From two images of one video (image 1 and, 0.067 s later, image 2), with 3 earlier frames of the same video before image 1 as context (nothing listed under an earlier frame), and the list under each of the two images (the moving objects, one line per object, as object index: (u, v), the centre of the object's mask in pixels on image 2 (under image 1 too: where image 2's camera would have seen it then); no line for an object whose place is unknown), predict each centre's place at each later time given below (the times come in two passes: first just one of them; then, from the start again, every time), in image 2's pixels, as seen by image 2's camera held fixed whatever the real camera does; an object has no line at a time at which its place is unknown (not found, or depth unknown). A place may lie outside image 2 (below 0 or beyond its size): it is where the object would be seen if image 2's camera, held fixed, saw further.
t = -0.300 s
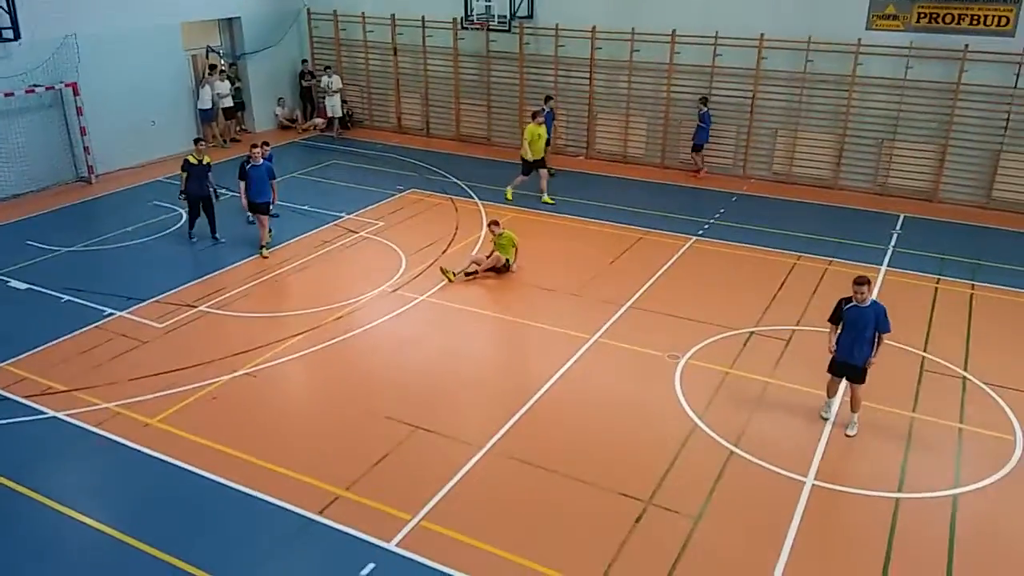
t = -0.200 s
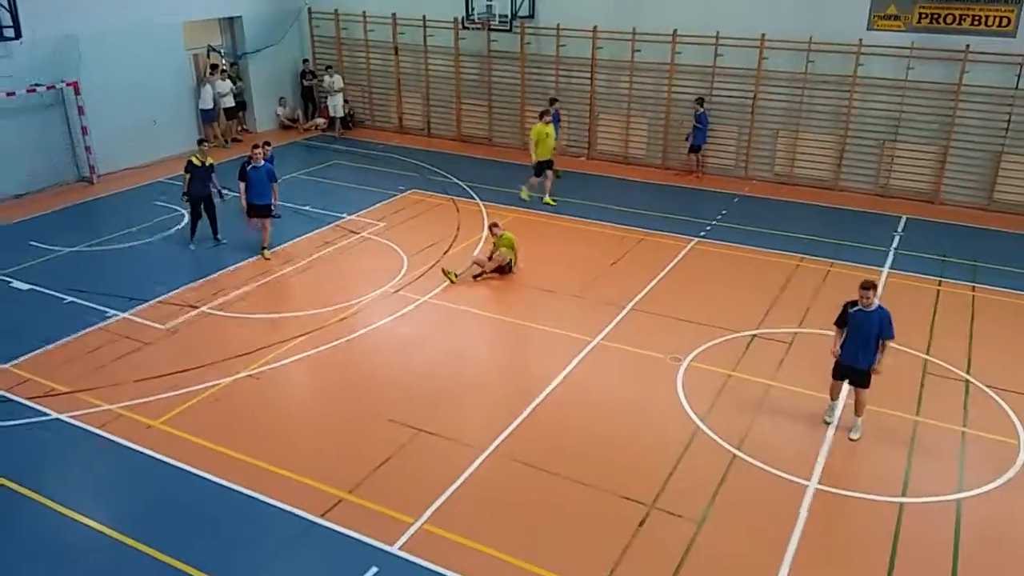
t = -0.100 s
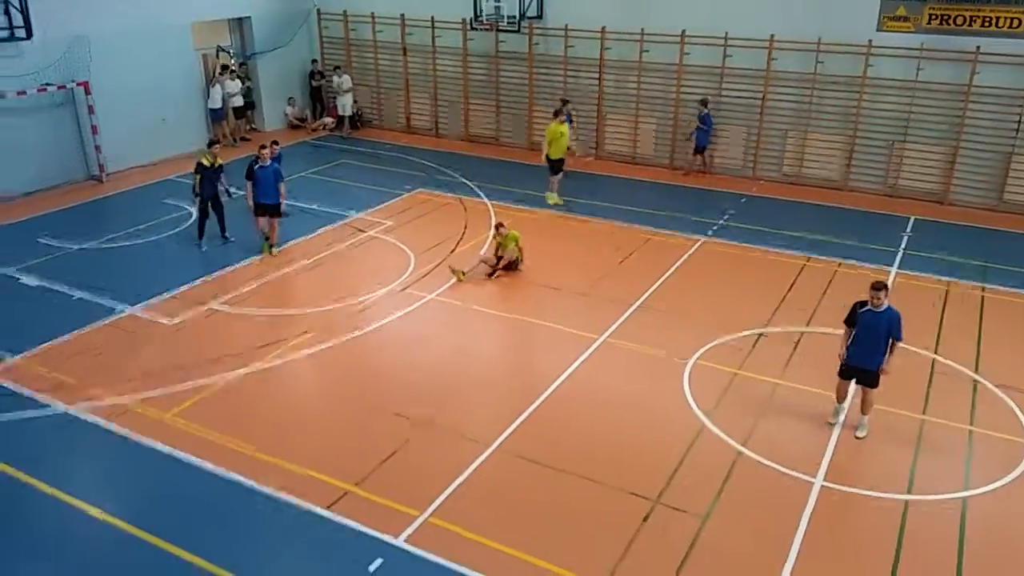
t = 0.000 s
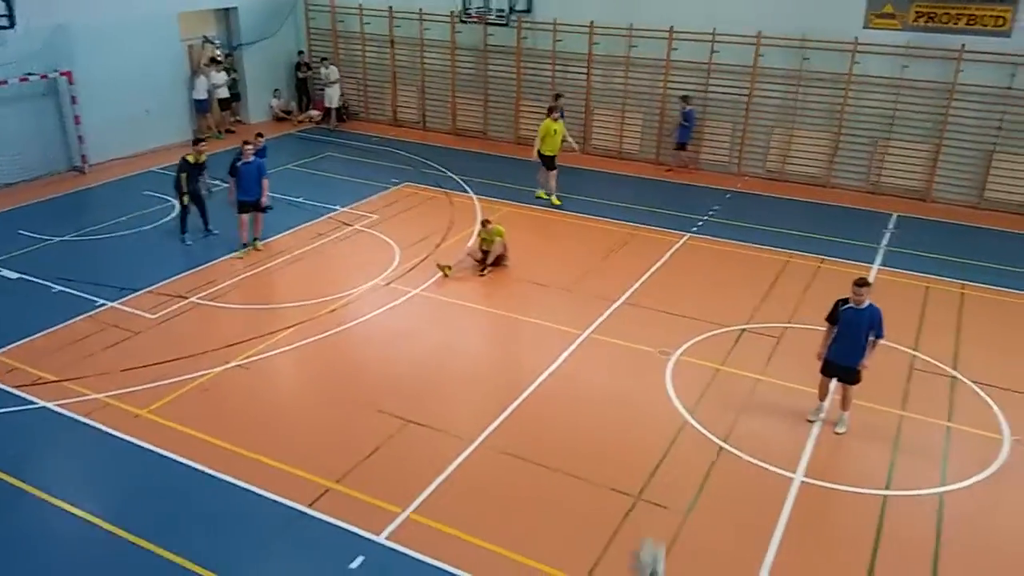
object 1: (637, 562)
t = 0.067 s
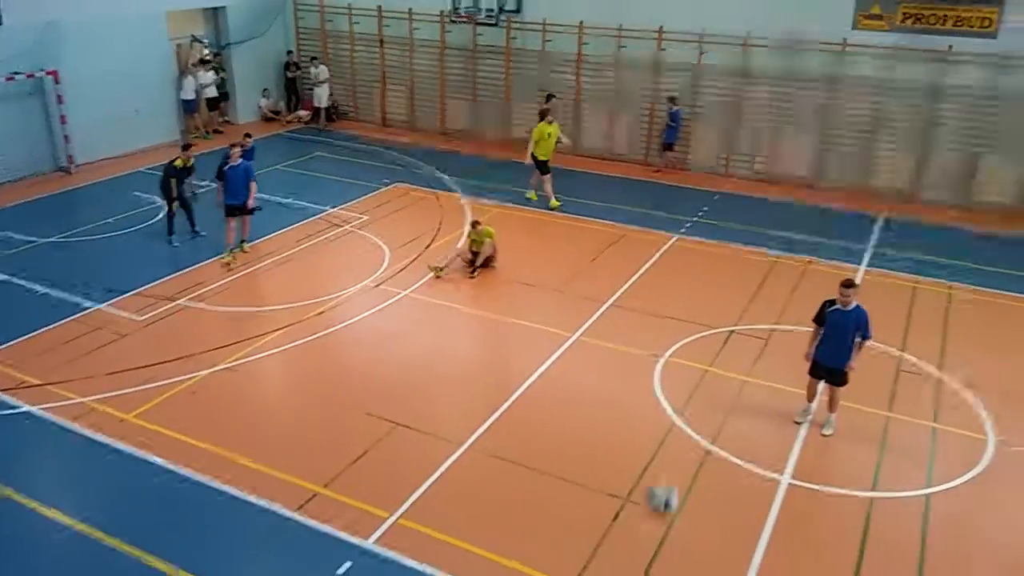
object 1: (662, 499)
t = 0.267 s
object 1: (721, 366)
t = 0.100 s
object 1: (672, 469)
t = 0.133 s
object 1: (685, 443)
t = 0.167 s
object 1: (694, 420)
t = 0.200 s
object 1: (702, 399)
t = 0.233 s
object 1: (713, 382)
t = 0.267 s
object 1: (721, 366)
